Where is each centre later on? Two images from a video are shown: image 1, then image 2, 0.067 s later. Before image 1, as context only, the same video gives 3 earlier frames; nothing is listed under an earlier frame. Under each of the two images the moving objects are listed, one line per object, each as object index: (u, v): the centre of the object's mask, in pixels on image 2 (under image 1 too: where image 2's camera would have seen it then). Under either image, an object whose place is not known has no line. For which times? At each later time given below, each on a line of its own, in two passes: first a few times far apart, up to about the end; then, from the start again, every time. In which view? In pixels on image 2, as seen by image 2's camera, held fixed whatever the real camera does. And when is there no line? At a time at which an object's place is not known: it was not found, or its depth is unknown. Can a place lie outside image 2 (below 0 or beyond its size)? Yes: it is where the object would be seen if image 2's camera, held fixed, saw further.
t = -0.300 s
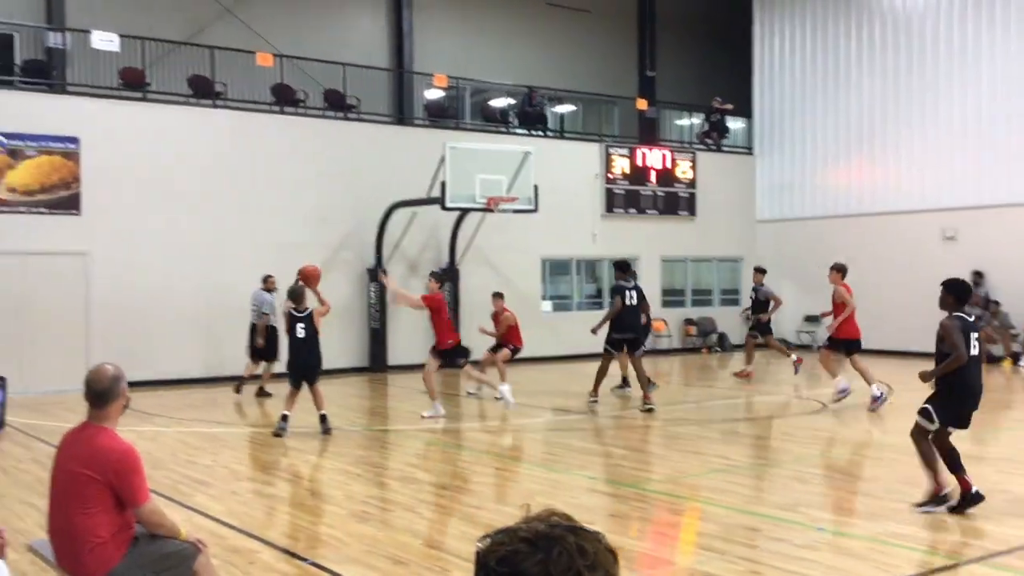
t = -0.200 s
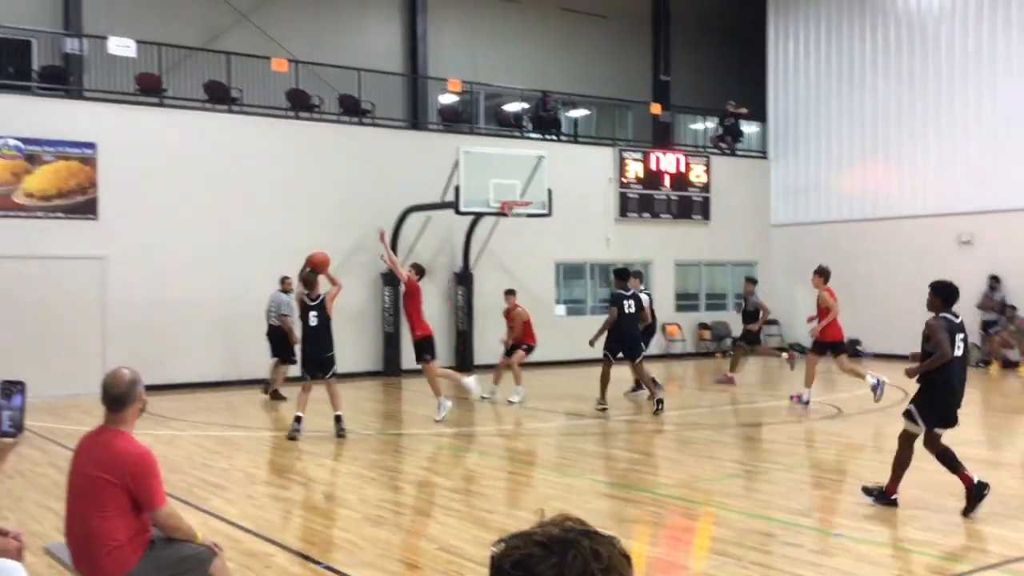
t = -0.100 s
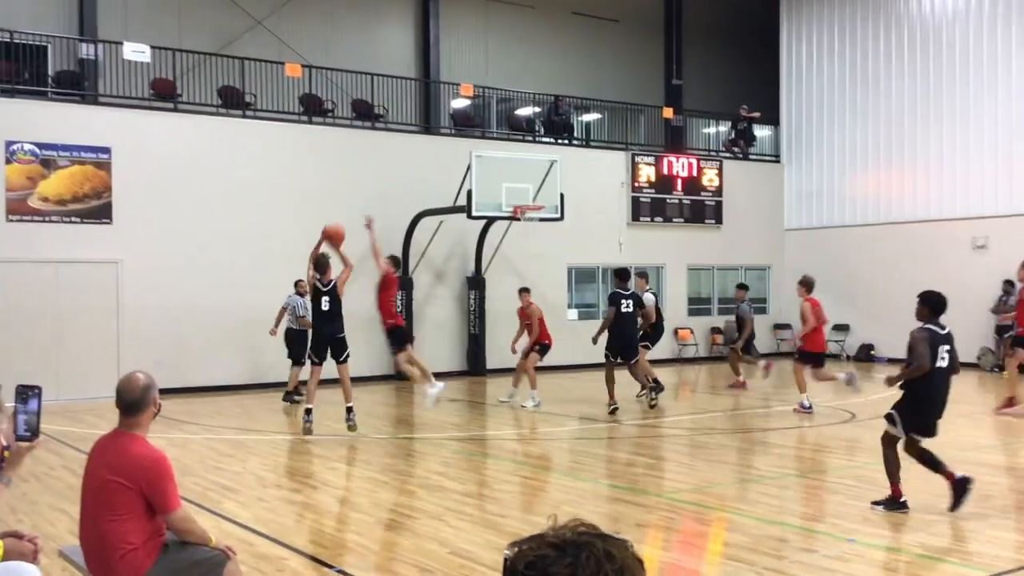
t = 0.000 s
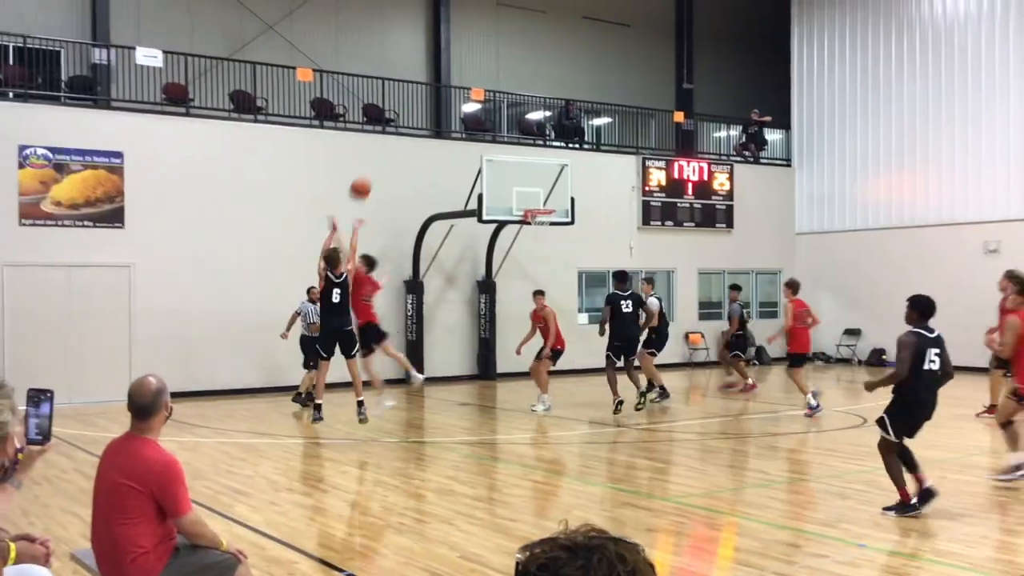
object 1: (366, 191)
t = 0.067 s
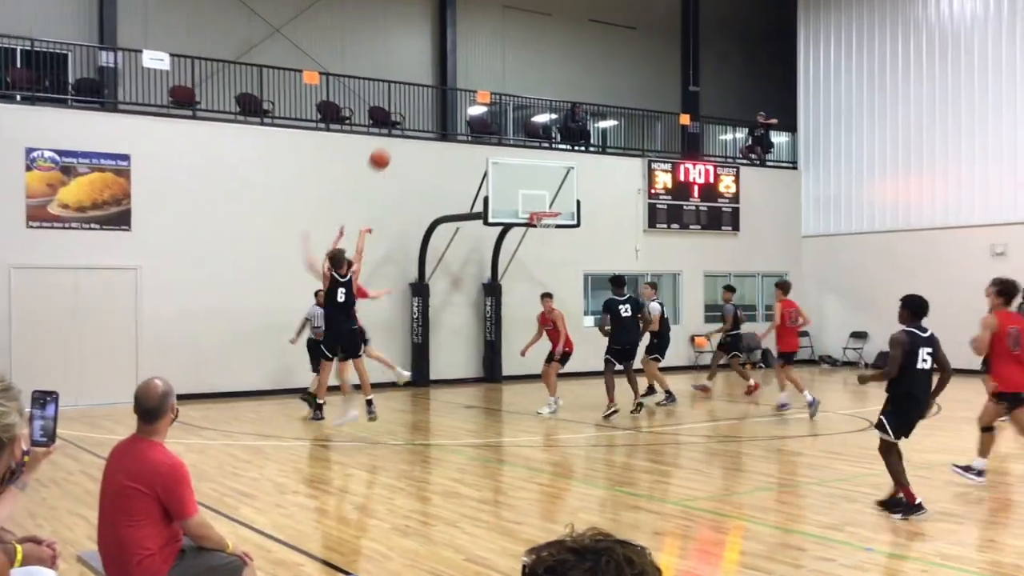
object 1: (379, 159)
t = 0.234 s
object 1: (409, 101)
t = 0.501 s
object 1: (452, 59)
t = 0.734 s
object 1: (483, 66)
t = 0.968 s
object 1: (512, 107)
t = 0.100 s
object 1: (385, 146)
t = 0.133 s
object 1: (392, 132)
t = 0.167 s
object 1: (397, 121)
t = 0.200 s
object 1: (404, 111)
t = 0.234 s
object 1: (409, 101)
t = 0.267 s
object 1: (415, 92)
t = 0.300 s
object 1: (421, 85)
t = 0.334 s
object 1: (426, 78)
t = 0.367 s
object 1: (432, 73)
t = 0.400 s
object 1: (437, 68)
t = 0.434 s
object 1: (442, 64)
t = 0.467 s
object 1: (447, 61)
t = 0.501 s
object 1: (452, 59)
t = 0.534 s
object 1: (456, 58)
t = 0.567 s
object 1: (461, 58)
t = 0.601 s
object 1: (466, 58)
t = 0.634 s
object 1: (470, 59)
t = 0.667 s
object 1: (474, 61)
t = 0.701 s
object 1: (480, 63)
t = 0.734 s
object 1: (483, 66)
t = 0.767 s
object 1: (488, 70)
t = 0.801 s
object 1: (492, 75)
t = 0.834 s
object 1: (496, 80)
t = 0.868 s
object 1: (500, 86)
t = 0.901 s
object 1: (504, 92)
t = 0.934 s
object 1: (507, 98)
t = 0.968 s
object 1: (512, 107)
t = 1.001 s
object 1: (516, 115)
